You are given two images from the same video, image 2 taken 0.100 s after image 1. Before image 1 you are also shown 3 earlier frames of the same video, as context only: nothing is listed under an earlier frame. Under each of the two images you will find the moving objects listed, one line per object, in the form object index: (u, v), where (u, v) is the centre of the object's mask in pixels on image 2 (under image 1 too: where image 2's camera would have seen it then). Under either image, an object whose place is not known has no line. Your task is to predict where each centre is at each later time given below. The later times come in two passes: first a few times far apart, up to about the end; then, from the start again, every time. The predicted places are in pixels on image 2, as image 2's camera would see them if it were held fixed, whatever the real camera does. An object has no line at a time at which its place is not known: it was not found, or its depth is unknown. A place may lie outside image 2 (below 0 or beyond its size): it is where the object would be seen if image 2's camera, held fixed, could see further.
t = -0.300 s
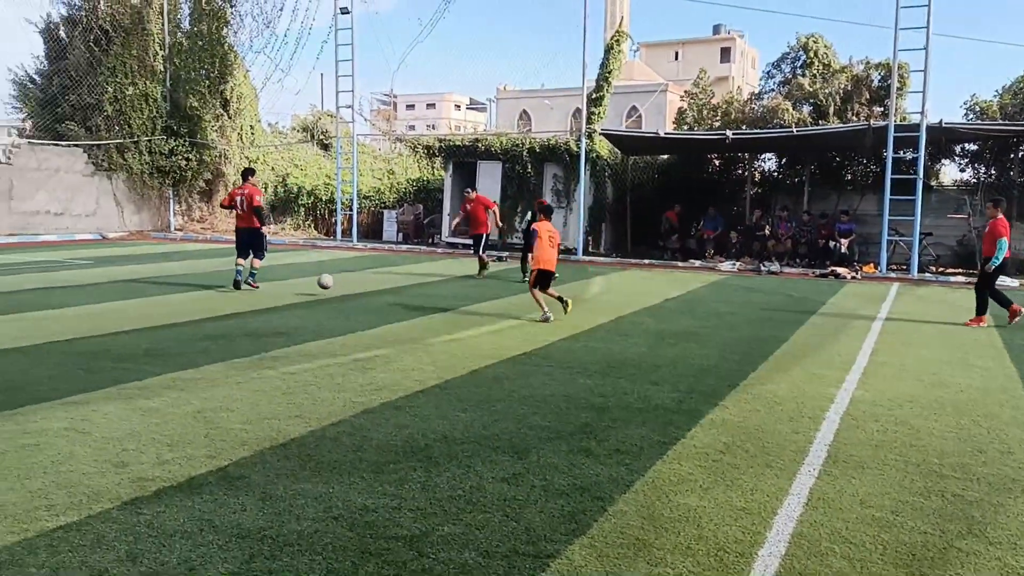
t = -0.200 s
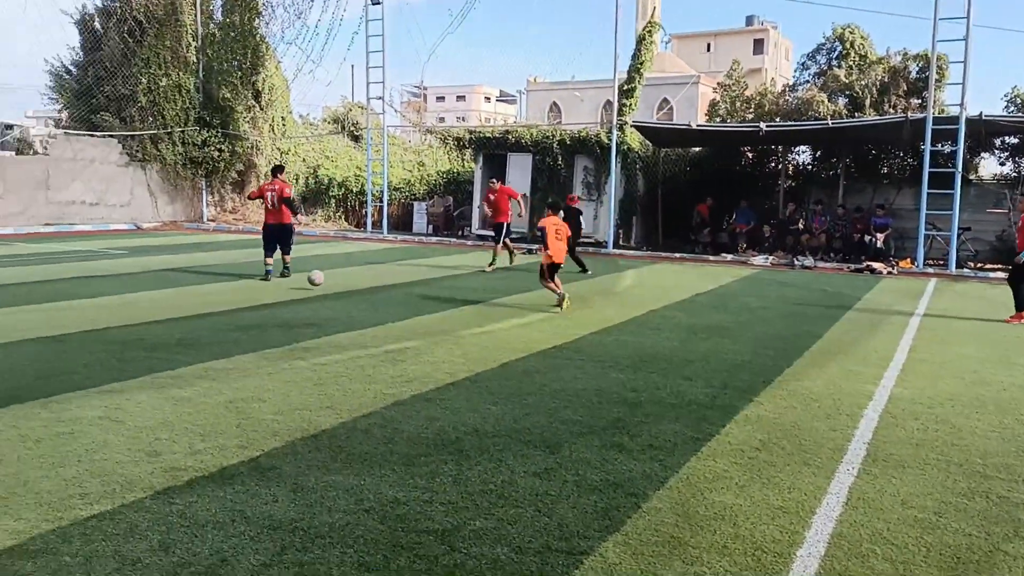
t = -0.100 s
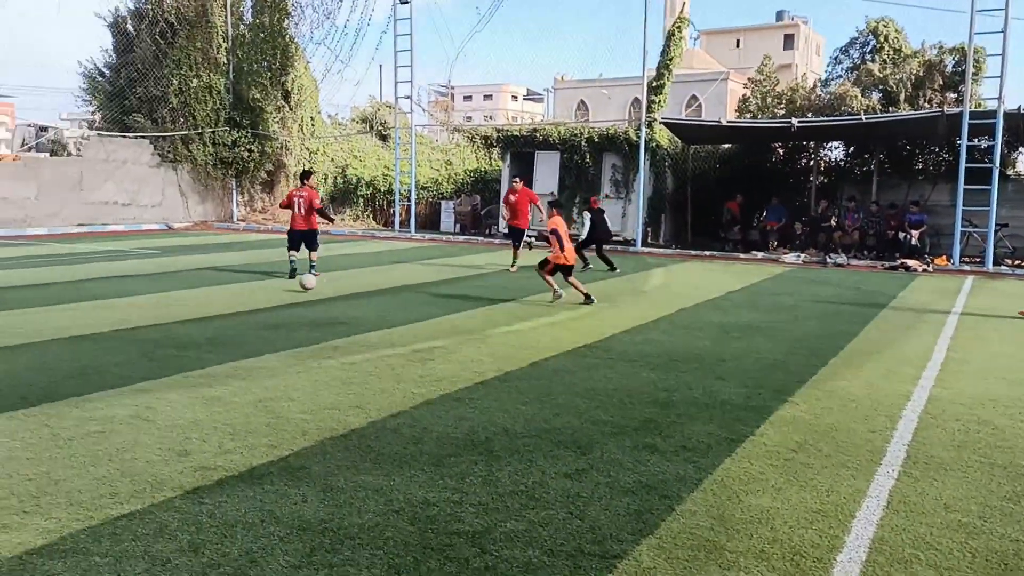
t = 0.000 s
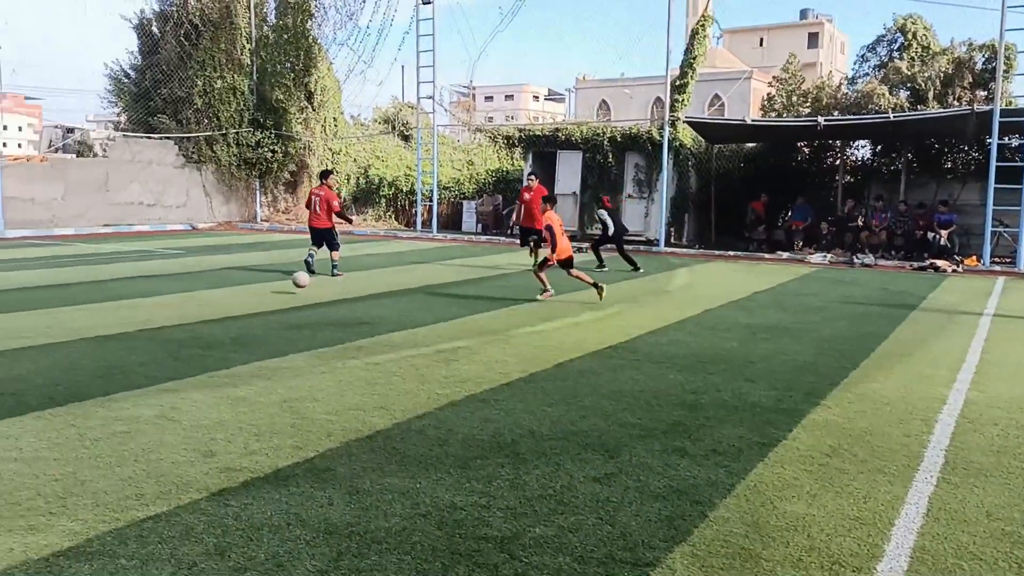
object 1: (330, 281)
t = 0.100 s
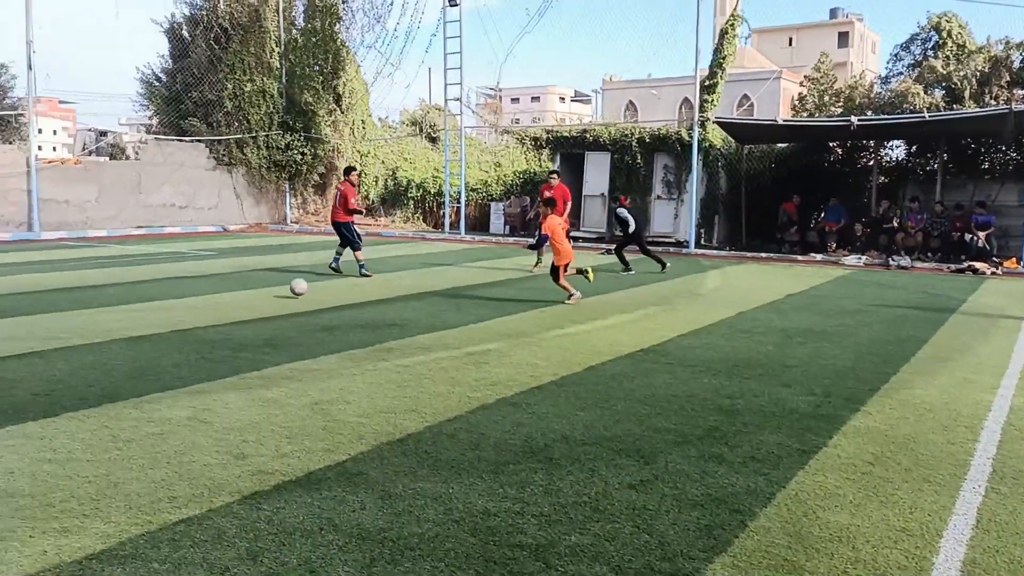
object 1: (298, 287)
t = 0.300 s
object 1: (243, 290)
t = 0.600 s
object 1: (158, 301)
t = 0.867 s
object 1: (75, 307)
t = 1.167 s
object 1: (-30, 314)
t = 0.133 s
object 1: (288, 291)
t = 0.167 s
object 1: (280, 290)
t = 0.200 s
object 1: (271, 288)
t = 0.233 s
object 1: (262, 287)
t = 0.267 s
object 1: (252, 288)
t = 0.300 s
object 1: (243, 290)
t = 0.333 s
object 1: (235, 292)
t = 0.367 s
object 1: (226, 295)
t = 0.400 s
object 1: (216, 296)
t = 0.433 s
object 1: (206, 296)
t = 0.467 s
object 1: (197, 297)
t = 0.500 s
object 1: (188, 298)
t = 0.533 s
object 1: (179, 299)
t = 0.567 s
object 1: (169, 300)
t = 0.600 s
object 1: (158, 301)
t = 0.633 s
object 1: (148, 302)
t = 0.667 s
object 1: (139, 302)
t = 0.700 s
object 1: (129, 302)
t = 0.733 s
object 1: (118, 304)
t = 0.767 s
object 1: (107, 304)
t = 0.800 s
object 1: (96, 305)
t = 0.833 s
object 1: (85, 306)
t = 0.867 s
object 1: (75, 307)
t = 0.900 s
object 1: (63, 308)
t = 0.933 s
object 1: (53, 308)
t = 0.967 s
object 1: (40, 309)
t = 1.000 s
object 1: (28, 310)
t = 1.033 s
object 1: (18, 310)
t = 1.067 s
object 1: (7, 311)
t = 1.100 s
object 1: (-4, 312)
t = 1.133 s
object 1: (-17, 313)
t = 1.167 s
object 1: (-30, 314)
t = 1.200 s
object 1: (-42, 315)
